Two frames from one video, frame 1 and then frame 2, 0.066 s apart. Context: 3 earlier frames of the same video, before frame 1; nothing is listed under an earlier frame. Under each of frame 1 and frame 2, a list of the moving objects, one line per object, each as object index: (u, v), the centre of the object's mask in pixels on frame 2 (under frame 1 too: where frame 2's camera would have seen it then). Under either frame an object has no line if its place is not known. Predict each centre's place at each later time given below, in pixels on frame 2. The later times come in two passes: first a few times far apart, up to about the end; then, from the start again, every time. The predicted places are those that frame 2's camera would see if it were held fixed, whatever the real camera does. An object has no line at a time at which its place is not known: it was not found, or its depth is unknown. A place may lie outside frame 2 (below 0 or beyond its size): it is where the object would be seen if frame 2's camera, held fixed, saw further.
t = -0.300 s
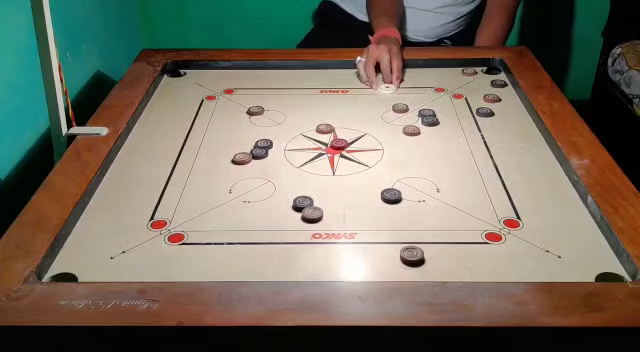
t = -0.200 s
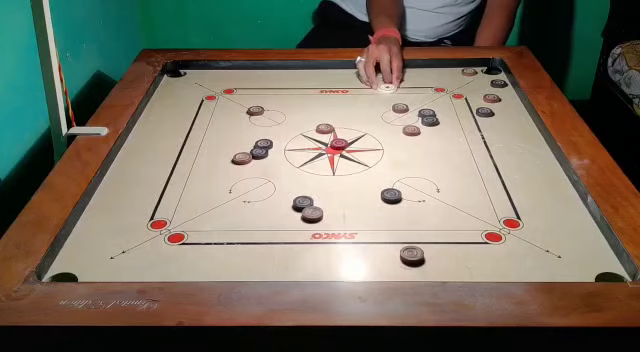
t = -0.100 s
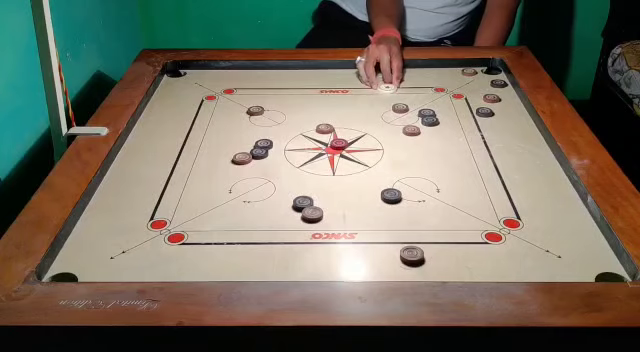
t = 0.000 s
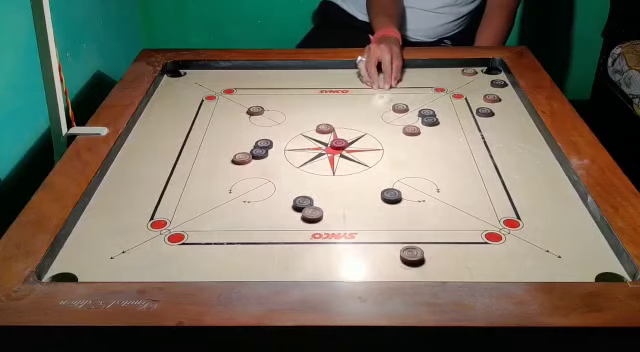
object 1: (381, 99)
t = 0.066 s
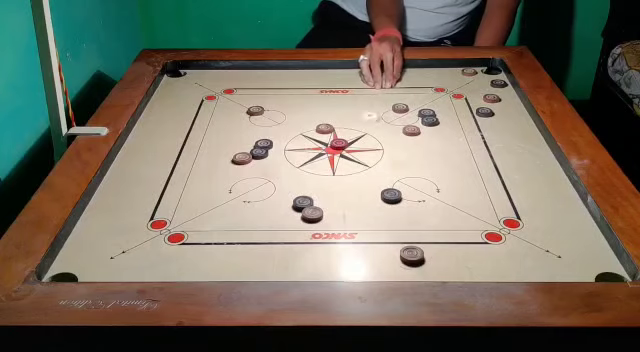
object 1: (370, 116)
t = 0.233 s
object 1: (354, 158)
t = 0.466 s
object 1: (351, 202)
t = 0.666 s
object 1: (348, 227)
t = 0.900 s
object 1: (347, 234)
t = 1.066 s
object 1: (347, 234)
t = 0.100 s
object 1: (364, 126)
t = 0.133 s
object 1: (359, 137)
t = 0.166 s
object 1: (355, 143)
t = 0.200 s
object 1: (354, 151)
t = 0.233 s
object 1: (354, 158)
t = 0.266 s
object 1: (353, 165)
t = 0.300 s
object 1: (353, 171)
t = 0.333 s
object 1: (352, 178)
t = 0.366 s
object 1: (352, 185)
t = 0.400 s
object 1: (351, 190)
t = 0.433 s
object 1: (351, 196)
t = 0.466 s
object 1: (351, 202)
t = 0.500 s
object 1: (350, 207)
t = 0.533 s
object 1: (350, 212)
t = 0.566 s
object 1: (350, 216)
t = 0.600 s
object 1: (349, 221)
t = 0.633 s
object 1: (349, 224)
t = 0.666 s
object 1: (348, 227)
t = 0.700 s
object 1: (348, 230)
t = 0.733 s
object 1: (348, 232)
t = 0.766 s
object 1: (347, 233)
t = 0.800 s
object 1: (347, 233)
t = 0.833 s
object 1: (347, 234)
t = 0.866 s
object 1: (347, 234)
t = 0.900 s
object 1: (347, 234)
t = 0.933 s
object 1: (347, 234)
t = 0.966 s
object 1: (347, 234)
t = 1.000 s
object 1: (347, 234)
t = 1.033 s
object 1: (347, 234)
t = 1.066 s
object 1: (347, 234)
